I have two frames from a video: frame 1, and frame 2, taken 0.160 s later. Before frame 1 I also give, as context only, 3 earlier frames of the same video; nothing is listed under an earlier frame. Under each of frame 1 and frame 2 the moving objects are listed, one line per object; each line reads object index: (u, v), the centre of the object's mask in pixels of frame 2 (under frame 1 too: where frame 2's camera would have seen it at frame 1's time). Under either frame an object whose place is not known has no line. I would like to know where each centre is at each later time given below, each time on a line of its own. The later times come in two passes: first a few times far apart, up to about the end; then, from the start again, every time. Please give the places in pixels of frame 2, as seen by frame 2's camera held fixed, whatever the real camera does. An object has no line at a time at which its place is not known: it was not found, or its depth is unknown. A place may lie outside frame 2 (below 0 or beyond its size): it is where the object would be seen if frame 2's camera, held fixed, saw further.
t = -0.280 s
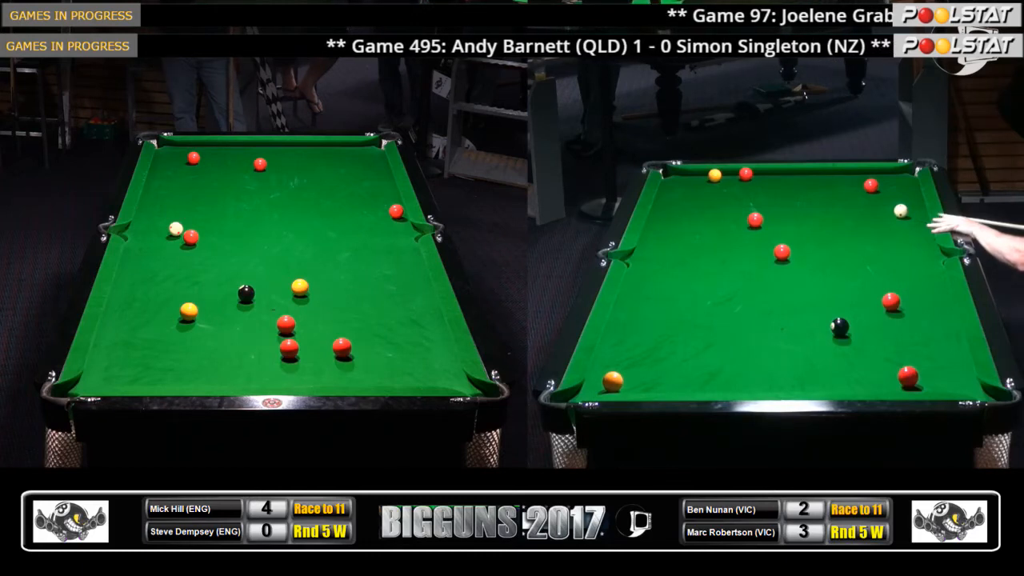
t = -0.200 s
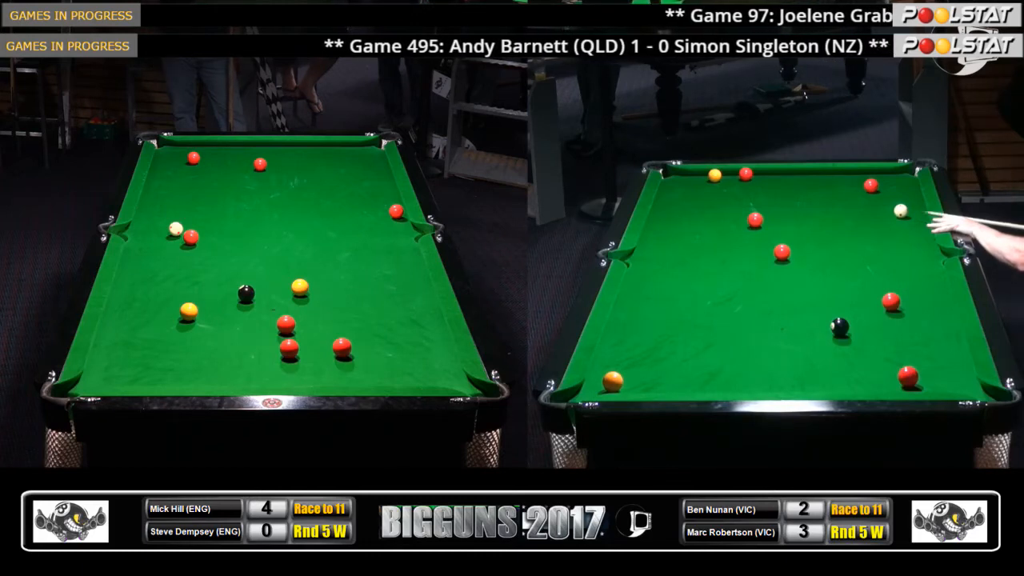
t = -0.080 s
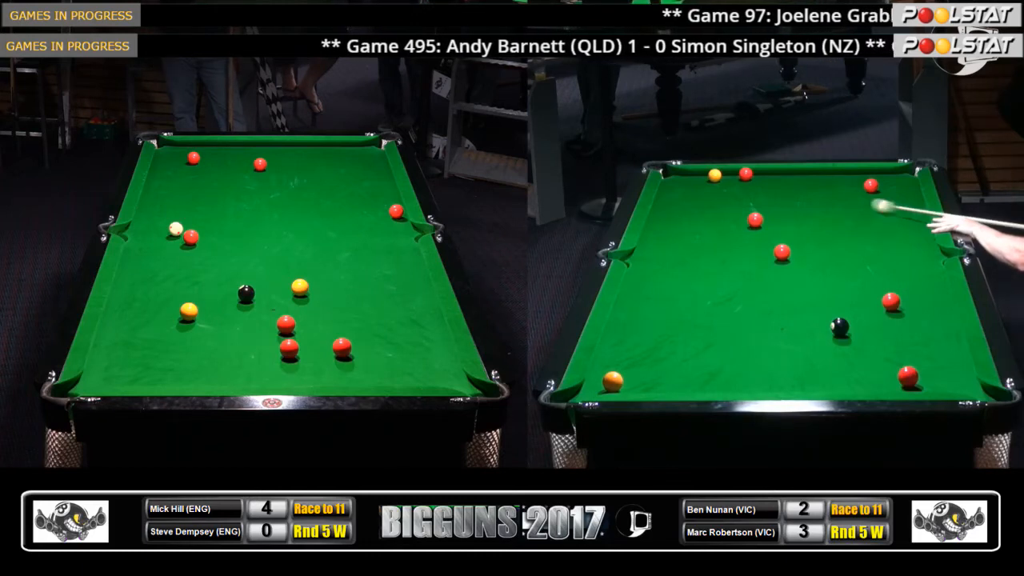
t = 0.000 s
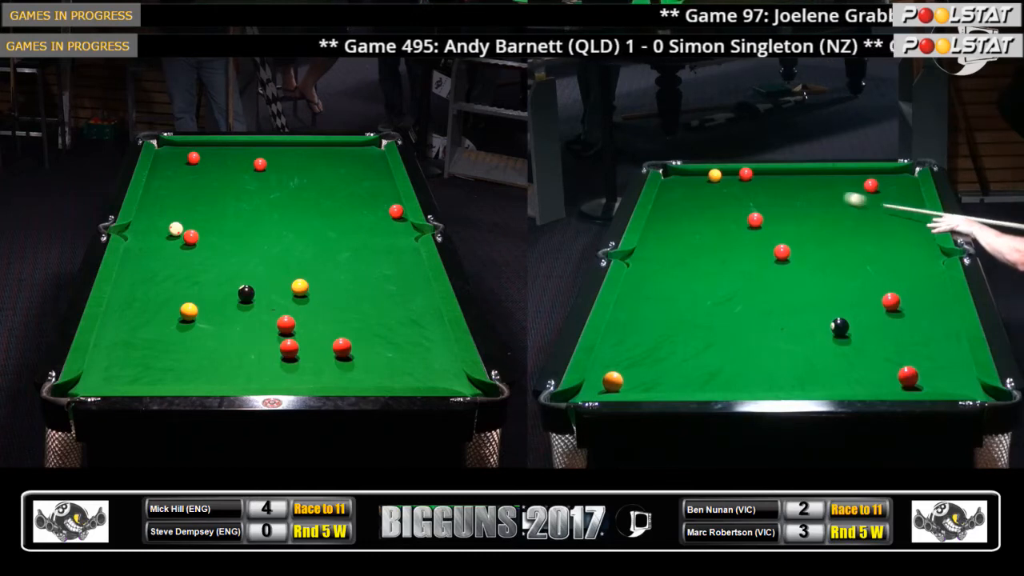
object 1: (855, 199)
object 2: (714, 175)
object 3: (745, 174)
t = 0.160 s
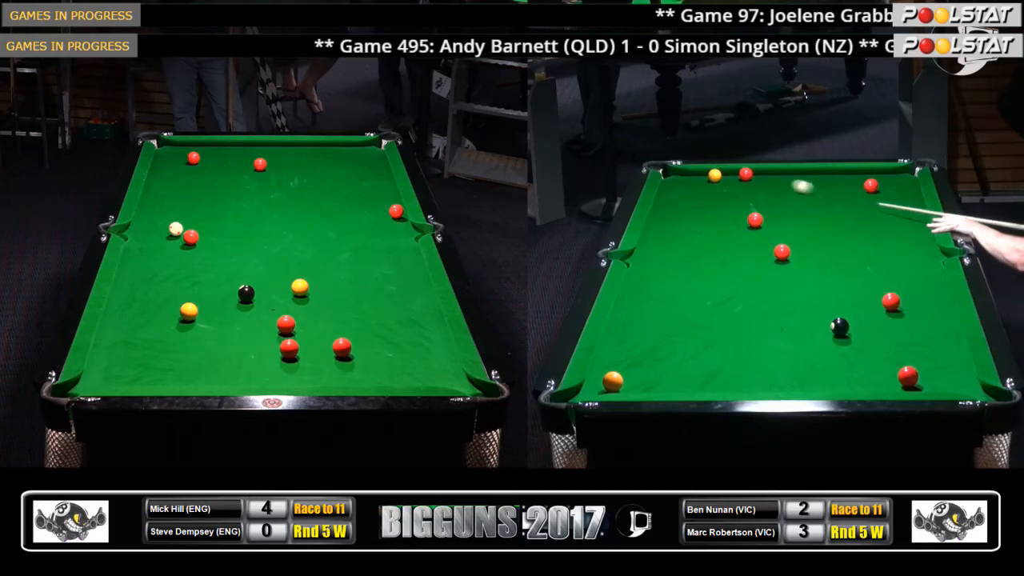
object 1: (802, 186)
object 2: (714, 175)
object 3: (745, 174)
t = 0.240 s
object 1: (778, 180)
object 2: (714, 175)
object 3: (745, 173)
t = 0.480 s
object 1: (759, 172)
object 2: (704, 178)
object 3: (719, 172)
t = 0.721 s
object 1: (757, 176)
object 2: (678, 186)
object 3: (707, 172)
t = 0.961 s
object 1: (755, 180)
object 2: (669, 193)
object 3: (696, 173)
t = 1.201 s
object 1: (754, 184)
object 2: (679, 198)
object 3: (687, 173)
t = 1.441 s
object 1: (752, 187)
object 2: (688, 203)
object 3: (678, 174)
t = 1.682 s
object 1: (751, 190)
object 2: (696, 208)
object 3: (672, 175)
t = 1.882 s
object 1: (751, 192)
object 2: (703, 211)
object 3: (668, 175)
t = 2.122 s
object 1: (751, 194)
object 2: (710, 216)
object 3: (670, 175)
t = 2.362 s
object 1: (750, 196)
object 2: (717, 219)
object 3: (670, 175)
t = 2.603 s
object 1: (751, 198)
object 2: (723, 223)
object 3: (670, 175)
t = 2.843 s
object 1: (752, 198)
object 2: (729, 226)
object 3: (670, 175)
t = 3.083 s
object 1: (753, 199)
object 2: (734, 228)
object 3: (670, 175)
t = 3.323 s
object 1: (753, 199)
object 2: (738, 230)
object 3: (670, 175)
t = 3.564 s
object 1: (753, 199)
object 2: (742, 232)
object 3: (671, 175)
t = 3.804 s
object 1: (753, 199)
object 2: (744, 233)
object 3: (670, 175)
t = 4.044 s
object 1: (753, 199)
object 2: (746, 234)
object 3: (671, 175)
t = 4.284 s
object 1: (753, 199)
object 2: (746, 234)
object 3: (670, 175)
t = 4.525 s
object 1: (753, 199)
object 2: (746, 234)
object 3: (670, 175)
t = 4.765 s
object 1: (753, 199)
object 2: (747, 234)
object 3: (670, 175)
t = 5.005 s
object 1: (753, 199)
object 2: (747, 234)
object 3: (671, 175)
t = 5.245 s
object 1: (753, 199)
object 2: (747, 234)
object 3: (671, 175)
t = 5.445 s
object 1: (753, 199)
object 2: (746, 234)
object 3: (671, 175)
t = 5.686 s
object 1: (753, 199)
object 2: (746, 234)
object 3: (671, 175)
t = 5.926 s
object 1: (753, 199)
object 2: (746, 234)
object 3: (671, 175)
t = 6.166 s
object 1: (753, 199)
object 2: (747, 234)
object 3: (671, 175)
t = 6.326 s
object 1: (753, 199)
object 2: (747, 234)
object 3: (670, 175)
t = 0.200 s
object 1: (790, 183)
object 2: (714, 175)
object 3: (745, 174)
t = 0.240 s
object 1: (778, 180)
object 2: (714, 175)
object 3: (745, 173)
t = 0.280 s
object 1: (766, 177)
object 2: (714, 175)
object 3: (745, 173)
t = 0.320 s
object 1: (758, 175)
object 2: (714, 175)
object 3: (742, 173)
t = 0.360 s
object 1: (759, 174)
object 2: (714, 175)
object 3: (732, 172)
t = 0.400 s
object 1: (760, 174)
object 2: (714, 175)
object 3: (725, 171)
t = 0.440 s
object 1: (760, 173)
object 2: (709, 177)
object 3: (721, 172)
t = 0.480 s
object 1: (759, 172)
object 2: (704, 178)
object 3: (719, 172)
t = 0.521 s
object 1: (759, 172)
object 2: (699, 179)
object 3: (717, 172)
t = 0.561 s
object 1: (758, 173)
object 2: (695, 181)
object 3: (715, 172)
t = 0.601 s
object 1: (758, 173)
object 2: (691, 182)
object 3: (713, 172)
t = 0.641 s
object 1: (758, 174)
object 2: (686, 183)
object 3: (711, 172)
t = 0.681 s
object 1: (757, 175)
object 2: (682, 185)
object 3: (709, 172)
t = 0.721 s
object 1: (757, 176)
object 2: (678, 186)
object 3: (707, 172)
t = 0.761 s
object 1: (757, 176)
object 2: (674, 187)
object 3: (705, 172)
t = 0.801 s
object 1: (756, 177)
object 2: (670, 189)
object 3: (703, 172)
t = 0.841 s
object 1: (756, 178)
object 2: (666, 190)
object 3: (701, 172)
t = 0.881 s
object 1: (756, 178)
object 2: (665, 191)
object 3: (699, 172)
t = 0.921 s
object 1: (756, 179)
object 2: (667, 192)
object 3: (697, 173)
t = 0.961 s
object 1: (755, 180)
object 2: (669, 193)
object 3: (696, 173)
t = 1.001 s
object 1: (755, 180)
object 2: (670, 193)
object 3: (694, 173)
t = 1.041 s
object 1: (755, 181)
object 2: (672, 194)
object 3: (692, 173)
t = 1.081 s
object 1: (754, 182)
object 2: (674, 195)
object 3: (691, 173)
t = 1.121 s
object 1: (754, 182)
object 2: (675, 196)
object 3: (690, 173)
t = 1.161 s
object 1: (754, 183)
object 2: (677, 197)
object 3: (688, 173)
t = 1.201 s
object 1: (754, 184)
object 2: (679, 198)
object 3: (687, 173)
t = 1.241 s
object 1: (753, 184)
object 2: (680, 199)
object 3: (685, 173)
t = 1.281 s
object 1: (753, 185)
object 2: (682, 200)
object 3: (684, 173)
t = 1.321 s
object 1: (753, 185)
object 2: (683, 200)
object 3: (682, 174)
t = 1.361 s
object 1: (752, 186)
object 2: (685, 201)
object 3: (681, 174)
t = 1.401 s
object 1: (752, 186)
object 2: (686, 202)
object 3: (680, 174)
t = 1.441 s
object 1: (752, 187)
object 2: (688, 203)
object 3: (678, 174)
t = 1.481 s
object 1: (752, 188)
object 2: (689, 204)
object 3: (677, 174)
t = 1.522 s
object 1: (752, 188)
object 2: (691, 205)
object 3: (676, 174)
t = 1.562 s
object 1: (751, 189)
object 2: (692, 205)
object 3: (675, 174)
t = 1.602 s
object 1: (751, 189)
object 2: (693, 206)
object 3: (674, 174)
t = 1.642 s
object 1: (751, 189)
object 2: (695, 207)
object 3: (673, 174)
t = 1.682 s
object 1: (751, 190)
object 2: (696, 208)
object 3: (672, 175)
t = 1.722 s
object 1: (751, 191)
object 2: (697, 208)
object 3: (672, 175)
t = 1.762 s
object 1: (751, 191)
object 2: (699, 209)
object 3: (671, 175)
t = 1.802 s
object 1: (751, 191)
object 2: (700, 210)
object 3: (670, 175)
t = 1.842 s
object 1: (751, 192)
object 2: (702, 211)
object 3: (669, 175)
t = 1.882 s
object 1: (751, 192)
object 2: (703, 211)
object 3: (668, 175)
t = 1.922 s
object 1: (751, 193)
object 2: (704, 212)
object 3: (668, 175)
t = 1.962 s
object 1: (751, 193)
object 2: (705, 213)
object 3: (669, 175)
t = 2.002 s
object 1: (751, 193)
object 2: (707, 214)
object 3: (669, 175)
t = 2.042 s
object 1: (751, 194)
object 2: (708, 214)
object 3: (669, 175)
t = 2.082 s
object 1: (751, 194)
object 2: (709, 215)
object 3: (669, 175)
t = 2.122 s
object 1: (751, 194)
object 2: (710, 216)
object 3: (670, 175)
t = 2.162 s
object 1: (751, 195)
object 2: (711, 216)
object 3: (670, 175)
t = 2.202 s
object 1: (750, 195)
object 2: (713, 217)
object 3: (670, 175)
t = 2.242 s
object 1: (750, 195)
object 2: (714, 218)
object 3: (670, 175)
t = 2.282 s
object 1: (750, 196)
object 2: (715, 218)
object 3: (670, 175)
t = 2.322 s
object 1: (750, 196)
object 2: (716, 219)
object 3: (670, 175)
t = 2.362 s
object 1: (750, 196)
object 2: (717, 219)
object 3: (670, 175)
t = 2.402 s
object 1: (751, 196)
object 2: (718, 220)
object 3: (670, 175)
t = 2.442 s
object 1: (751, 197)
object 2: (719, 221)
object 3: (670, 175)
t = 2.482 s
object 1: (751, 197)
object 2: (720, 221)
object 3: (670, 175)
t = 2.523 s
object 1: (751, 197)
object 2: (721, 222)
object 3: (670, 175)
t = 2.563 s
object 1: (751, 197)
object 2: (722, 222)
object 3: (670, 175)
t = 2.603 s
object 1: (751, 198)
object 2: (723, 223)
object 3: (670, 175)
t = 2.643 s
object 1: (751, 198)
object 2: (724, 223)
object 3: (670, 175)
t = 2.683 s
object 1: (752, 198)
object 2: (725, 224)
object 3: (670, 175)
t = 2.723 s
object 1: (752, 198)
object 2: (726, 225)
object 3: (670, 175)
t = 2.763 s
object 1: (752, 198)
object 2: (727, 225)
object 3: (670, 175)
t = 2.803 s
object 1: (752, 198)
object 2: (728, 225)
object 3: (670, 175)
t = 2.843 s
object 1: (752, 198)
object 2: (729, 226)
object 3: (670, 175)
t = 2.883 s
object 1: (752, 198)
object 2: (730, 226)
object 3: (670, 175)
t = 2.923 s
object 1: (753, 198)
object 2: (731, 227)
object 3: (670, 175)
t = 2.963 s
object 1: (753, 198)
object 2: (732, 227)
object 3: (670, 175)
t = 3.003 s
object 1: (753, 198)
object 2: (732, 228)
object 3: (670, 175)
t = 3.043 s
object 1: (753, 198)
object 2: (733, 228)
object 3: (670, 175)
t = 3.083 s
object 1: (753, 199)
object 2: (734, 228)
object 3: (670, 175)
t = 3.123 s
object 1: (753, 199)
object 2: (734, 229)
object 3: (670, 175)
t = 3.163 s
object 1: (753, 199)
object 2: (735, 229)
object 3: (670, 175)
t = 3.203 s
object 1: (753, 199)
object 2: (736, 230)
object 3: (670, 175)
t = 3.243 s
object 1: (753, 199)
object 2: (736, 230)
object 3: (670, 175)
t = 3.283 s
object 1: (753, 199)
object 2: (737, 230)
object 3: (670, 175)
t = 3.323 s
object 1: (753, 199)
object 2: (738, 230)
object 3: (670, 175)
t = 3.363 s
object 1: (753, 199)
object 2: (739, 231)
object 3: (670, 175)
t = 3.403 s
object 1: (753, 199)
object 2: (739, 231)
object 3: (670, 175)
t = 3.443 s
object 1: (753, 199)
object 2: (740, 231)
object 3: (671, 175)
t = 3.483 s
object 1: (753, 199)
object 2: (740, 232)
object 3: (670, 175)
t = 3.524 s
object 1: (753, 199)
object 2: (741, 232)
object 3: (671, 175)
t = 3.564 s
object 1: (753, 199)
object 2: (742, 232)
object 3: (671, 175)
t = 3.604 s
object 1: (753, 199)
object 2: (742, 232)
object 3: (671, 175)
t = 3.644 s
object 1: (753, 199)
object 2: (742, 233)
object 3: (671, 175)
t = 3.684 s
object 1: (753, 199)
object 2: (743, 233)
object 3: (670, 175)
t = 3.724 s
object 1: (753, 199)
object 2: (743, 233)
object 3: (670, 175)
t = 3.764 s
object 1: (753, 199)
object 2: (744, 233)
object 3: (670, 175)
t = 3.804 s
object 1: (753, 199)
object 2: (744, 233)
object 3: (670, 175)
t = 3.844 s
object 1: (753, 199)
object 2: (744, 234)
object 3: (670, 175)
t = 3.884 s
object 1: (753, 199)
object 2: (745, 234)
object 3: (670, 175)
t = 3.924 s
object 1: (753, 199)
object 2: (745, 234)
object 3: (670, 175)
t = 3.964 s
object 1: (753, 199)
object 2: (745, 234)
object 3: (670, 175)
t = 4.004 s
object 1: (753, 199)
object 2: (745, 234)
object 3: (670, 175)
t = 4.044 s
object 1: (753, 199)
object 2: (746, 234)
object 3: (671, 175)
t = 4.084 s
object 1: (753, 199)
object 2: (746, 234)
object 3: (671, 175)
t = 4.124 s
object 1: (753, 199)
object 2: (746, 234)
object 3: (670, 175)
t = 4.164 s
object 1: (753, 199)
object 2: (746, 234)
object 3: (670, 175)
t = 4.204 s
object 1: (753, 199)
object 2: (746, 234)
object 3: (670, 175)
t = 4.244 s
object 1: (753, 199)
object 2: (746, 234)
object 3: (670, 175)
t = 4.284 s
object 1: (753, 199)
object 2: (746, 234)
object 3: (670, 175)
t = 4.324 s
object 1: (753, 199)
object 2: (746, 234)
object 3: (670, 175)
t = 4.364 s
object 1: (753, 199)
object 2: (747, 234)
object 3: (670, 175)
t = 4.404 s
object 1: (753, 199)
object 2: (746, 234)
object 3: (670, 175)
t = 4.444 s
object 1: (753, 199)
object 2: (746, 234)
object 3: (670, 175)
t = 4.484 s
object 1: (753, 199)
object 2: (746, 234)
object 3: (670, 175)
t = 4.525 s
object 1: (753, 199)
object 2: (746, 234)
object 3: (670, 175)
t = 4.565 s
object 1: (753, 199)
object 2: (746, 234)
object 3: (670, 175)
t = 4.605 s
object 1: (753, 199)
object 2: (746, 234)
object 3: (670, 175)
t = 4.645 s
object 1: (753, 199)
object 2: (746, 234)
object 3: (670, 175)
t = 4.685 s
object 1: (753, 199)
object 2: (746, 234)
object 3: (670, 175)
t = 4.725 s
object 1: (753, 199)
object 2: (746, 234)
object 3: (670, 175)
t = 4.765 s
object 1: (753, 199)
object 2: (747, 234)
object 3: (670, 175)
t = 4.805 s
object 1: (753, 199)
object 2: (746, 234)
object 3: (670, 175)
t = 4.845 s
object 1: (753, 199)
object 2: (746, 234)
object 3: (670, 175)
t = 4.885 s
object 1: (753, 199)
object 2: (746, 234)
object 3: (671, 175)
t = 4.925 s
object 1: (753, 199)
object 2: (747, 234)
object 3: (671, 175)
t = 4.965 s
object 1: (753, 199)
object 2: (747, 234)
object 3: (671, 175)
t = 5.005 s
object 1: (753, 199)
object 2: (747, 234)
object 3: (671, 175)
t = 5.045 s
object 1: (753, 199)
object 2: (747, 234)
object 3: (671, 175)
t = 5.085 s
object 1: (753, 199)
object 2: (747, 234)
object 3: (671, 175)
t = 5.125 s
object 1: (753, 199)
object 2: (747, 234)
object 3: (671, 175)
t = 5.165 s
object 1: (753, 199)
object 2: (746, 234)
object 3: (671, 175)
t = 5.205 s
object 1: (753, 199)
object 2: (747, 234)
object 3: (671, 175)
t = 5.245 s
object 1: (753, 199)
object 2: (747, 234)
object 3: (671, 175)
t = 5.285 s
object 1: (753, 199)
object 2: (747, 234)
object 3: (671, 175)
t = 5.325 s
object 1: (753, 199)
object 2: (747, 234)
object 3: (671, 175)
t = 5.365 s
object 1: (753, 199)
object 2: (746, 234)
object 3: (671, 175)
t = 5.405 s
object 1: (753, 199)
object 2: (746, 234)
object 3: (671, 175)
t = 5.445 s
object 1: (753, 199)
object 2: (746, 234)
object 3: (671, 175)
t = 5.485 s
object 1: (753, 199)
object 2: (747, 234)
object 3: (671, 175)
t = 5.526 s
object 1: (753, 199)
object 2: (747, 234)
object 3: (671, 175)
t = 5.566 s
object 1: (753, 199)
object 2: (746, 234)
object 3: (671, 175)
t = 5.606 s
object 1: (753, 199)
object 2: (746, 234)
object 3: (671, 175)
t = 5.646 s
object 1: (753, 199)
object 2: (747, 234)
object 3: (671, 175)
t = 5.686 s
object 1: (753, 199)
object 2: (746, 234)
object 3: (671, 175)
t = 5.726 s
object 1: (753, 199)
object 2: (747, 234)
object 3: (671, 175)
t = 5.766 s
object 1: (753, 199)
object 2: (746, 234)
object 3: (671, 175)
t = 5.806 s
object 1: (753, 199)
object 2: (746, 234)
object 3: (671, 175)
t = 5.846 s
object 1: (753, 199)
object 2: (746, 234)
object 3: (671, 175)
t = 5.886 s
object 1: (753, 199)
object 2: (746, 234)
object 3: (671, 175)
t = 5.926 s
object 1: (753, 199)
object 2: (746, 234)
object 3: (671, 175)
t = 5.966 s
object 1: (753, 199)
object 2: (747, 234)
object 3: (671, 175)
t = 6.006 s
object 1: (753, 199)
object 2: (746, 234)
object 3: (671, 175)
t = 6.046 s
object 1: (753, 199)
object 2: (746, 234)
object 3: (671, 175)
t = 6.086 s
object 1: (753, 199)
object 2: (747, 234)
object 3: (671, 175)
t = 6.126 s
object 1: (753, 199)
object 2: (747, 234)
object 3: (671, 175)
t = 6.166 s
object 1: (753, 199)
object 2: (747, 234)
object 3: (671, 175)
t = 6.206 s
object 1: (753, 199)
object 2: (747, 234)
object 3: (670, 175)
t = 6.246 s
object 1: (753, 199)
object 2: (747, 234)
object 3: (671, 175)
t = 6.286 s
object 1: (753, 199)
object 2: (747, 234)
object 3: (671, 175)
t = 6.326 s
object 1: (753, 199)
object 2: (747, 234)
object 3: (670, 175)
